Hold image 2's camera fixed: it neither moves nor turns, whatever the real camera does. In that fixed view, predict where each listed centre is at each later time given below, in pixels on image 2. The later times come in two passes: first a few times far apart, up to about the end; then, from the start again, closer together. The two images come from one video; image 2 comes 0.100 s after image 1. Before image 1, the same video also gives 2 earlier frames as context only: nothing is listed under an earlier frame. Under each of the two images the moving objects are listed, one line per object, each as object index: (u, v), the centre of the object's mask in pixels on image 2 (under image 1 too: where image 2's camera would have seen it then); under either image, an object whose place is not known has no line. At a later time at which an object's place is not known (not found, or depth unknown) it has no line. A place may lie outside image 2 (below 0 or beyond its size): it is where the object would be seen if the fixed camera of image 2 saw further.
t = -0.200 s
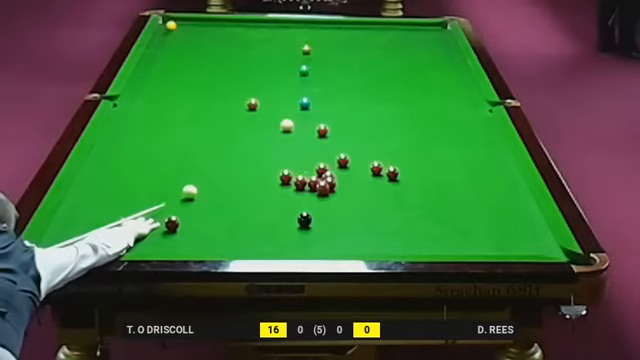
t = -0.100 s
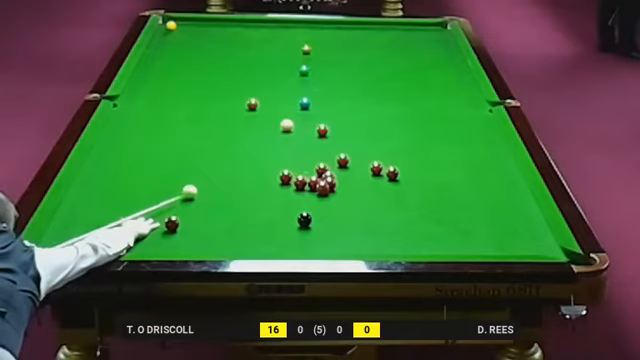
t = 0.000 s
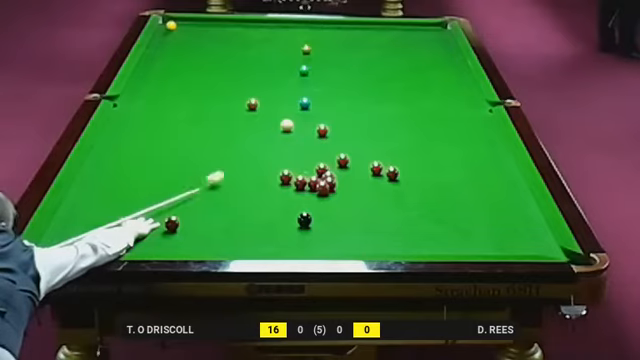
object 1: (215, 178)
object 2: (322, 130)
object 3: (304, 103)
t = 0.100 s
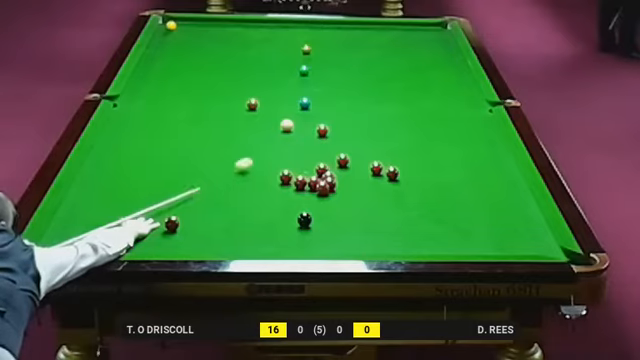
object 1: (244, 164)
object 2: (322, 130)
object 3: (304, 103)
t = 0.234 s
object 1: (272, 150)
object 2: (322, 130)
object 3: (304, 103)
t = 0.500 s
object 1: (310, 130)
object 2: (328, 129)
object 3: (304, 103)
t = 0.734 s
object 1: (306, 120)
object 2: (363, 123)
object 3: (304, 103)
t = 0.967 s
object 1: (303, 111)
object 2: (393, 118)
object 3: (305, 101)
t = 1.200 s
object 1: (299, 105)
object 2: (420, 114)
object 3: (307, 99)
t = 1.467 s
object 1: (292, 103)
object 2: (450, 109)
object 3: (311, 94)
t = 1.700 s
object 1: (286, 100)
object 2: (474, 105)
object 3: (314, 90)
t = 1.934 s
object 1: (282, 98)
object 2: (485, 105)
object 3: (317, 86)
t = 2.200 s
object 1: (278, 96)
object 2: (479, 110)
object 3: (321, 82)
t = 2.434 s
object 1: (275, 96)
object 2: (473, 115)
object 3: (324, 79)
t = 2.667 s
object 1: (273, 95)
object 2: (467, 119)
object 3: (326, 76)
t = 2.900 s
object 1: (270, 94)
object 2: (462, 123)
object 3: (328, 73)
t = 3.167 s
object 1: (269, 94)
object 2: (456, 128)
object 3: (330, 70)
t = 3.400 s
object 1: (269, 93)
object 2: (452, 132)
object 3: (332, 69)
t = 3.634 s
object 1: (269, 93)
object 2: (447, 135)
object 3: (333, 67)
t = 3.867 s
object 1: (269, 93)
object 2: (443, 138)
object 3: (334, 65)
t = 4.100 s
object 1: (269, 93)
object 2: (439, 141)
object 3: (335, 64)
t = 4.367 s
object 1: (269, 94)
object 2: (435, 144)
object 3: (336, 63)
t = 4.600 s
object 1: (269, 93)
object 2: (432, 146)
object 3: (336, 63)
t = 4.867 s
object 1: (269, 93)
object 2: (429, 149)
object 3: (336, 62)
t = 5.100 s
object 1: (269, 94)
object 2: (427, 150)
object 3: (337, 61)
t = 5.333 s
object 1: (269, 94)
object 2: (425, 151)
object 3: (337, 61)
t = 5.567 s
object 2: (424, 152)
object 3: (337, 61)
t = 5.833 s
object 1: (269, 93)
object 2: (423, 153)
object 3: (337, 61)
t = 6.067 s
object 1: (269, 93)
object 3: (337, 61)
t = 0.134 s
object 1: (252, 160)
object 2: (322, 130)
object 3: (304, 103)
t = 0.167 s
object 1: (259, 156)
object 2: (322, 130)
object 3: (304, 103)
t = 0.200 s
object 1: (266, 153)
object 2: (322, 130)
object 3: (304, 103)
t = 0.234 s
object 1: (272, 150)
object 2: (322, 130)
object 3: (304, 103)
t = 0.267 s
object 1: (279, 147)
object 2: (322, 130)
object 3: (304, 103)
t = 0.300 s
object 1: (285, 144)
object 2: (322, 130)
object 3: (304, 103)
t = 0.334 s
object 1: (290, 142)
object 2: (322, 130)
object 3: (304, 103)
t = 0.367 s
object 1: (296, 139)
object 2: (322, 130)
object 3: (304, 103)
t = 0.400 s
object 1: (301, 137)
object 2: (322, 130)
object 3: (304, 103)
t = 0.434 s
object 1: (306, 134)
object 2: (322, 130)
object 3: (304, 103)
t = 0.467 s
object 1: (311, 132)
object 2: (323, 130)
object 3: (304, 103)
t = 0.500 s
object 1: (310, 130)
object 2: (328, 129)
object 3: (304, 103)
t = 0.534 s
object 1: (309, 129)
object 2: (335, 128)
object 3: (304, 103)
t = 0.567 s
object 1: (308, 128)
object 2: (340, 127)
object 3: (304, 103)
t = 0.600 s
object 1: (307, 126)
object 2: (345, 126)
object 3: (304, 103)
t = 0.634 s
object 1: (307, 125)
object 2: (350, 125)
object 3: (304, 103)
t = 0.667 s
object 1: (306, 123)
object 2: (354, 125)
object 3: (304, 103)
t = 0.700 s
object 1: (306, 121)
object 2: (359, 124)
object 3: (304, 103)
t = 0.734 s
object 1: (306, 120)
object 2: (363, 123)
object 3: (304, 103)
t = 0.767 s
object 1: (305, 119)
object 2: (367, 123)
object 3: (304, 103)
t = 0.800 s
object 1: (305, 117)
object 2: (371, 122)
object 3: (304, 103)
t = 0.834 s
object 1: (305, 116)
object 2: (376, 121)
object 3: (304, 103)
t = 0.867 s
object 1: (304, 115)
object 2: (380, 121)
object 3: (304, 102)
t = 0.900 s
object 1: (304, 114)
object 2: (384, 120)
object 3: (304, 102)
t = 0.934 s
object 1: (304, 112)
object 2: (389, 119)
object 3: (304, 101)
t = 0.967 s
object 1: (303, 111)
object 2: (393, 118)
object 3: (305, 101)
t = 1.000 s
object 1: (303, 109)
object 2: (397, 118)
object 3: (304, 100)
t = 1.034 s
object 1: (303, 108)
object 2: (401, 117)
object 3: (304, 99)
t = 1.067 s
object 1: (302, 106)
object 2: (405, 116)
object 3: (306, 99)
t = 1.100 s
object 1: (302, 106)
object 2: (409, 116)
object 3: (305, 99)
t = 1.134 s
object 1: (300, 106)
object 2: (412, 115)
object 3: (307, 99)
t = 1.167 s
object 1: (299, 106)
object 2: (416, 114)
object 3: (307, 99)
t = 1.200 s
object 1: (299, 105)
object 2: (420, 114)
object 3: (307, 99)
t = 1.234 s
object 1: (297, 105)
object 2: (424, 113)
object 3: (308, 99)
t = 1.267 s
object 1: (297, 104)
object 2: (428, 112)
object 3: (308, 98)
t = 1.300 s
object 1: (296, 104)
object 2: (432, 112)
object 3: (308, 98)
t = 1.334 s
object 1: (295, 104)
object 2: (435, 111)
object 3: (309, 97)
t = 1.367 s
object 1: (294, 103)
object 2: (439, 111)
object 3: (310, 96)
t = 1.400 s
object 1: (293, 103)
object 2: (443, 110)
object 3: (310, 95)
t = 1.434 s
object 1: (293, 103)
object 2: (446, 110)
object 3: (311, 95)
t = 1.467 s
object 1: (292, 103)
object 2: (450, 109)
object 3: (311, 94)
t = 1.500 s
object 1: (291, 102)
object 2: (453, 109)
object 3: (312, 93)
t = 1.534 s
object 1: (290, 102)
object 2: (457, 108)
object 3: (312, 93)
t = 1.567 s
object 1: (289, 101)
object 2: (461, 107)
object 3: (312, 93)
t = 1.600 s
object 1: (288, 101)
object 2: (464, 107)
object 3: (313, 92)
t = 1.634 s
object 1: (288, 101)
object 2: (467, 106)
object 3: (314, 91)
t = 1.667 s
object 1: (287, 100)
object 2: (471, 106)
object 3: (314, 90)
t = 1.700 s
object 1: (286, 100)
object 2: (474, 105)
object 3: (314, 90)
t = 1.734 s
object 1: (286, 100)
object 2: (477, 105)
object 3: (315, 90)
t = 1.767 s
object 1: (285, 100)
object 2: (481, 104)
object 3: (315, 89)
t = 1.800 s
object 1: (284, 99)
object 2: (484, 103)
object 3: (316, 88)
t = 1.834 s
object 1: (284, 99)
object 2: (488, 104)
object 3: (316, 88)
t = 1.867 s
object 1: (283, 99)
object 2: (488, 104)
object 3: (317, 87)
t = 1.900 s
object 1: (283, 99)
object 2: (486, 105)
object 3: (317, 87)
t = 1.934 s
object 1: (282, 98)
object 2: (485, 105)
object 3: (317, 86)
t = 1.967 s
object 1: (282, 98)
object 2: (484, 105)
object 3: (318, 86)
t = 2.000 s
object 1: (281, 98)
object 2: (484, 106)
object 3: (319, 85)
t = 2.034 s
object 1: (280, 98)
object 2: (483, 107)
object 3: (319, 85)
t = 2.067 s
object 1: (280, 97)
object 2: (482, 108)
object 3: (319, 84)
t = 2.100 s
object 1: (279, 97)
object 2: (481, 108)
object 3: (319, 84)
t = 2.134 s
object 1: (279, 97)
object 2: (480, 109)
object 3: (320, 83)
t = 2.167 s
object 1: (278, 97)
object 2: (480, 110)
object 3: (320, 83)
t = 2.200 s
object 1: (278, 96)
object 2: (479, 110)
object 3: (321, 82)
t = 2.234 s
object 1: (278, 97)
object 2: (478, 111)
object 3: (321, 82)
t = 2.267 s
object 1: (277, 96)
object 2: (477, 112)
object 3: (322, 81)
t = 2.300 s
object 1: (277, 96)
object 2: (476, 112)
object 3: (322, 81)
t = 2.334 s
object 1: (276, 96)
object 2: (475, 113)
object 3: (322, 80)
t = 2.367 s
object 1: (276, 96)
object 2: (474, 114)
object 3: (323, 80)
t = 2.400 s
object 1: (275, 96)
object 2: (474, 114)
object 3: (323, 80)
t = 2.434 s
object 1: (275, 96)
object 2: (473, 115)
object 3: (324, 79)
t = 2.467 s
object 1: (275, 95)
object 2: (472, 115)
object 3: (324, 79)
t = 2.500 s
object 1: (274, 95)
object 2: (471, 116)
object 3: (324, 78)
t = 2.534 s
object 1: (274, 95)
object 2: (471, 117)
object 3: (324, 77)
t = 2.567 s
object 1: (274, 95)
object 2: (470, 117)
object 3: (325, 77)
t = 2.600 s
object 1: (274, 95)
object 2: (469, 118)
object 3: (325, 77)
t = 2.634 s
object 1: (273, 95)
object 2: (468, 118)
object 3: (326, 76)
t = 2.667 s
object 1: (273, 95)
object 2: (467, 119)
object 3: (326, 76)
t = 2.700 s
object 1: (273, 94)
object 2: (467, 120)
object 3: (326, 75)
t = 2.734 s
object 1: (272, 94)
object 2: (466, 120)
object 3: (326, 75)
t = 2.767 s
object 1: (272, 94)
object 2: (465, 121)
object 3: (327, 75)
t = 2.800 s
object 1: (272, 94)
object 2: (464, 122)
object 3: (327, 74)
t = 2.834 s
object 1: (271, 94)
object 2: (464, 122)
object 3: (327, 74)
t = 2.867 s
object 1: (271, 94)
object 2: (463, 123)
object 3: (328, 73)
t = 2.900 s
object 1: (270, 94)
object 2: (462, 123)
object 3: (328, 73)
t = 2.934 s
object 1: (270, 94)
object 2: (461, 124)
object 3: (328, 73)
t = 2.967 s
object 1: (271, 94)
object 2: (461, 124)
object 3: (329, 72)
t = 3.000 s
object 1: (270, 94)
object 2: (460, 125)
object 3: (329, 72)
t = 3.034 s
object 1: (270, 94)
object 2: (459, 126)
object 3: (329, 72)
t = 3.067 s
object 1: (270, 94)
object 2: (459, 126)
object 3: (329, 71)
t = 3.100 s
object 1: (269, 94)
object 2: (458, 127)
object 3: (330, 71)
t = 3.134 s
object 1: (269, 94)
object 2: (457, 127)
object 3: (330, 71)
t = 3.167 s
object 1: (269, 94)
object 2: (456, 128)
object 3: (330, 70)
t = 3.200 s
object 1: (269, 94)
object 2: (456, 128)
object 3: (330, 70)
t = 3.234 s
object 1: (269, 94)
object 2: (455, 129)
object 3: (331, 70)
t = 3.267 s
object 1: (269, 94)
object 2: (454, 130)
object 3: (331, 70)
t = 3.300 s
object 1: (269, 94)
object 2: (454, 130)
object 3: (331, 69)
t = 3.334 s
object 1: (269, 93)
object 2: (453, 130)
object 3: (331, 69)
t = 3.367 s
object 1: (269, 93)
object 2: (452, 131)
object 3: (331, 69)
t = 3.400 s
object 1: (269, 93)
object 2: (452, 132)
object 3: (332, 69)
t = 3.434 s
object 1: (269, 94)
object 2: (451, 132)
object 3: (332, 68)
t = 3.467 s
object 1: (269, 94)
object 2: (450, 133)
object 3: (332, 68)
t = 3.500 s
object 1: (269, 93)
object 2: (450, 133)
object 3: (332, 68)
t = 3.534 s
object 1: (269, 94)
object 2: (449, 134)
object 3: (333, 68)
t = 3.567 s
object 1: (269, 94)
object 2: (448, 134)
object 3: (333, 67)
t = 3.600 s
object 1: (269, 93)
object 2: (448, 134)
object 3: (333, 67)
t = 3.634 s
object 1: (269, 93)
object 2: (447, 135)
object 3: (333, 67)
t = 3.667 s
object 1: (269, 93)
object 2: (446, 135)
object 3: (333, 67)
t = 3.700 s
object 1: (269, 94)
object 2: (446, 136)
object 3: (333, 66)
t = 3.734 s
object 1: (269, 93)
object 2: (445, 136)
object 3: (333, 66)
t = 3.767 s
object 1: (269, 93)
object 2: (445, 137)
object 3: (334, 66)
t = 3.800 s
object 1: (269, 94)
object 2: (444, 137)
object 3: (334, 66)
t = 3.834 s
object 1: (269, 94)
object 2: (443, 138)
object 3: (334, 66)
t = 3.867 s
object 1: (269, 93)
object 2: (443, 138)
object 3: (334, 65)
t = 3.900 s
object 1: (269, 94)
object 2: (442, 139)
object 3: (334, 65)
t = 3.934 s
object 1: (269, 93)
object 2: (442, 139)
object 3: (334, 65)
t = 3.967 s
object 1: (269, 93)
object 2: (441, 140)
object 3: (335, 65)
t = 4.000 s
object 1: (269, 94)
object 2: (440, 140)
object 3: (335, 65)
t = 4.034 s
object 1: (269, 93)
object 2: (440, 140)
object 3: (335, 65)
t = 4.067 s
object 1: (269, 94)
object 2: (439, 141)
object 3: (335, 65)
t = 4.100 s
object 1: (269, 93)
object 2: (439, 141)
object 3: (335, 64)
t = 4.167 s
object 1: (269, 93)
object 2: (438, 142)
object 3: (335, 64)
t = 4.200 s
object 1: (269, 93)
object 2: (438, 142)
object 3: (335, 64)
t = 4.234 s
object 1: (269, 93)
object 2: (437, 143)
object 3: (335, 64)
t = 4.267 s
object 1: (269, 93)
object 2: (436, 143)
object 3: (336, 63)
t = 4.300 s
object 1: (269, 93)
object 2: (436, 143)
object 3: (336, 63)
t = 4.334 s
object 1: (269, 93)
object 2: (435, 144)
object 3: (336, 63)
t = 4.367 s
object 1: (269, 94)
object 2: (435, 144)
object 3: (336, 63)
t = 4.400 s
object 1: (269, 93)
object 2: (435, 144)
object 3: (336, 63)
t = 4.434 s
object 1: (269, 93)
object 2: (434, 145)
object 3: (336, 63)
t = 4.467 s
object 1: (269, 93)
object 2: (434, 145)
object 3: (336, 63)
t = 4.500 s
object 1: (269, 94)
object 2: (433, 145)
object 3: (336, 63)
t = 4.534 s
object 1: (269, 93)
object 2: (433, 146)
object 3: (336, 63)
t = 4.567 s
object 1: (269, 93)
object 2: (432, 146)
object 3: (336, 63)
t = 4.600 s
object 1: (269, 93)
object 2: (432, 146)
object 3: (336, 63)
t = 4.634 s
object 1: (269, 93)
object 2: (431, 147)
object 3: (336, 62)
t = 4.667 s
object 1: (269, 93)
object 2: (431, 147)
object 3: (336, 62)
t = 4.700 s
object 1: (269, 93)
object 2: (431, 147)
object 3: (336, 62)
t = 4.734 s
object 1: (269, 94)
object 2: (430, 147)
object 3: (336, 62)
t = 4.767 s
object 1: (269, 93)
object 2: (430, 148)
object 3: (336, 62)
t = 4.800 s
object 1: (269, 93)
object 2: (429, 148)
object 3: (336, 62)
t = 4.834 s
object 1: (269, 94)
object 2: (429, 148)
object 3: (336, 62)
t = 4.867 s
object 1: (269, 93)
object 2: (429, 149)
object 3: (336, 62)
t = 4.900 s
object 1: (269, 93)
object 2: (428, 149)
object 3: (336, 62)
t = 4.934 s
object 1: (269, 93)
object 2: (428, 149)
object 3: (336, 62)
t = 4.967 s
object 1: (269, 94)
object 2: (428, 149)
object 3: (336, 62)
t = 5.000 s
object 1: (269, 93)
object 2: (428, 150)
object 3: (336, 62)
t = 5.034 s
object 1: (269, 93)
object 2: (427, 150)
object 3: (336, 62)
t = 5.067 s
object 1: (269, 93)
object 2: (427, 150)
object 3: (336, 62)
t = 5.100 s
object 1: (269, 94)
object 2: (427, 150)
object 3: (337, 61)
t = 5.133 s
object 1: (269, 94)
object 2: (426, 150)
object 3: (337, 62)
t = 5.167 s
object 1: (269, 93)
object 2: (426, 151)
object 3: (337, 62)
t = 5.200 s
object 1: (269, 94)
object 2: (426, 151)
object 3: (337, 62)
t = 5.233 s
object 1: (269, 94)
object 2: (426, 151)
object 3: (337, 61)
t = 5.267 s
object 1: (269, 94)
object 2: (425, 151)
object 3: (337, 61)
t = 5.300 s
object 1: (269, 94)
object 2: (425, 151)
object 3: (337, 61)
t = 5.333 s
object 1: (269, 94)
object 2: (425, 151)
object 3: (337, 61)
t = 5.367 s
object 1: (269, 93)
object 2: (425, 152)
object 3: (337, 61)
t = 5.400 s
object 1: (269, 93)
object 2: (424, 152)
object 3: (337, 61)
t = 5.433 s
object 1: (269, 92)
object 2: (424, 152)
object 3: (337, 61)
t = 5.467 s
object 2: (424, 152)
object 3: (337, 61)
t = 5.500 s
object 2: (424, 152)
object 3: (337, 62)
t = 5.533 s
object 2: (424, 152)
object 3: (337, 61)
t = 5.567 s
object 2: (424, 152)
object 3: (337, 61)
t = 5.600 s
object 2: (424, 152)
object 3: (337, 61)
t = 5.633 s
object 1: (267, 91)
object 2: (424, 152)
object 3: (337, 61)
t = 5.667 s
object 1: (269, 93)
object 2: (423, 152)
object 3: (337, 61)
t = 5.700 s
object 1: (269, 93)
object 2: (423, 152)
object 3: (337, 61)
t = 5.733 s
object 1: (269, 93)
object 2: (423, 152)
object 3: (337, 61)
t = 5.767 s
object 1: (269, 93)
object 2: (423, 153)
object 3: (337, 61)
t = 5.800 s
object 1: (269, 93)
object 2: (423, 153)
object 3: (337, 61)
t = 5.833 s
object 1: (269, 93)
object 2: (423, 153)
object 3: (337, 61)
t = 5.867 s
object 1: (269, 93)
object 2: (424, 153)
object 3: (337, 61)
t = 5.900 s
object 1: (269, 93)
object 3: (337, 61)
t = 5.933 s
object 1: (269, 93)
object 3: (337, 61)
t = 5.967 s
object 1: (269, 93)
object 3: (337, 61)
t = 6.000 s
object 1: (269, 93)
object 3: (337, 61)
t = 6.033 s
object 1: (269, 93)
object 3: (337, 61)
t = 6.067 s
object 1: (269, 93)
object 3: (337, 61)
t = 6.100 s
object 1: (269, 93)
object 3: (337, 61)
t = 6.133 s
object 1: (269, 93)
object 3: (337, 61)
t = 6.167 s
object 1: (269, 93)
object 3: (337, 61)
